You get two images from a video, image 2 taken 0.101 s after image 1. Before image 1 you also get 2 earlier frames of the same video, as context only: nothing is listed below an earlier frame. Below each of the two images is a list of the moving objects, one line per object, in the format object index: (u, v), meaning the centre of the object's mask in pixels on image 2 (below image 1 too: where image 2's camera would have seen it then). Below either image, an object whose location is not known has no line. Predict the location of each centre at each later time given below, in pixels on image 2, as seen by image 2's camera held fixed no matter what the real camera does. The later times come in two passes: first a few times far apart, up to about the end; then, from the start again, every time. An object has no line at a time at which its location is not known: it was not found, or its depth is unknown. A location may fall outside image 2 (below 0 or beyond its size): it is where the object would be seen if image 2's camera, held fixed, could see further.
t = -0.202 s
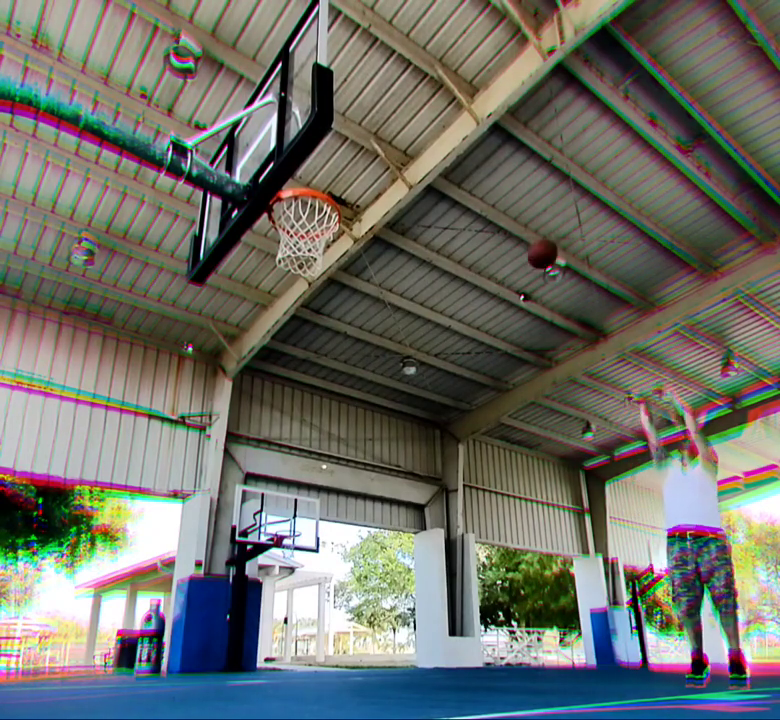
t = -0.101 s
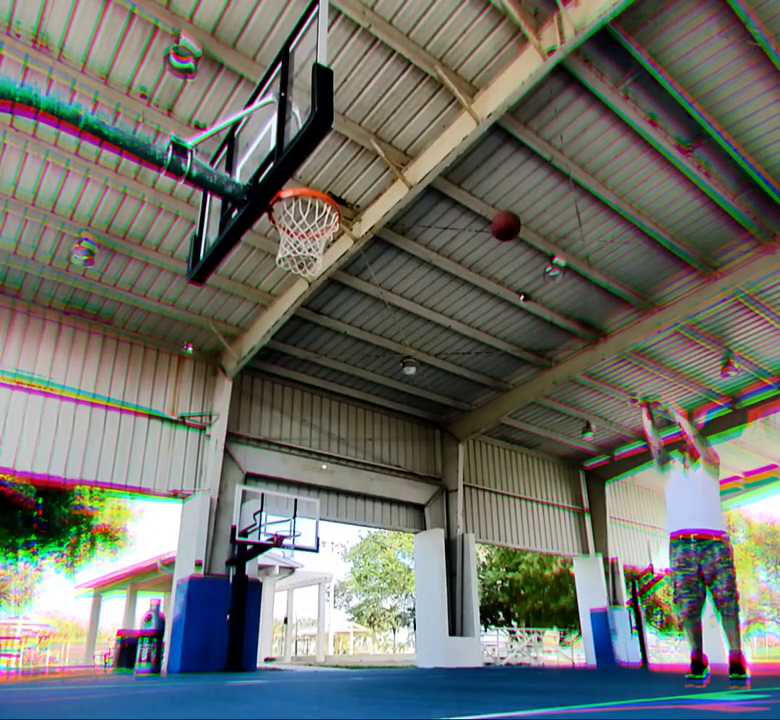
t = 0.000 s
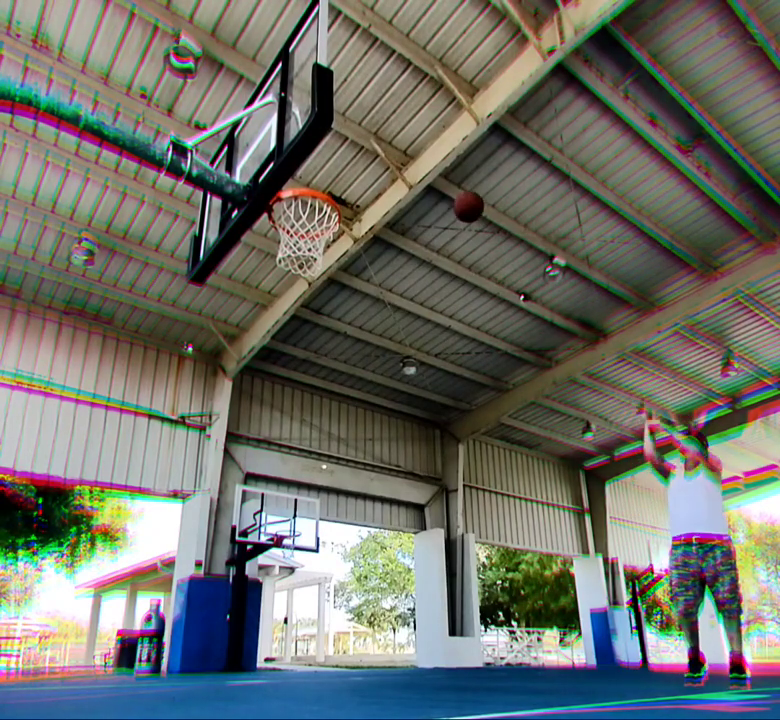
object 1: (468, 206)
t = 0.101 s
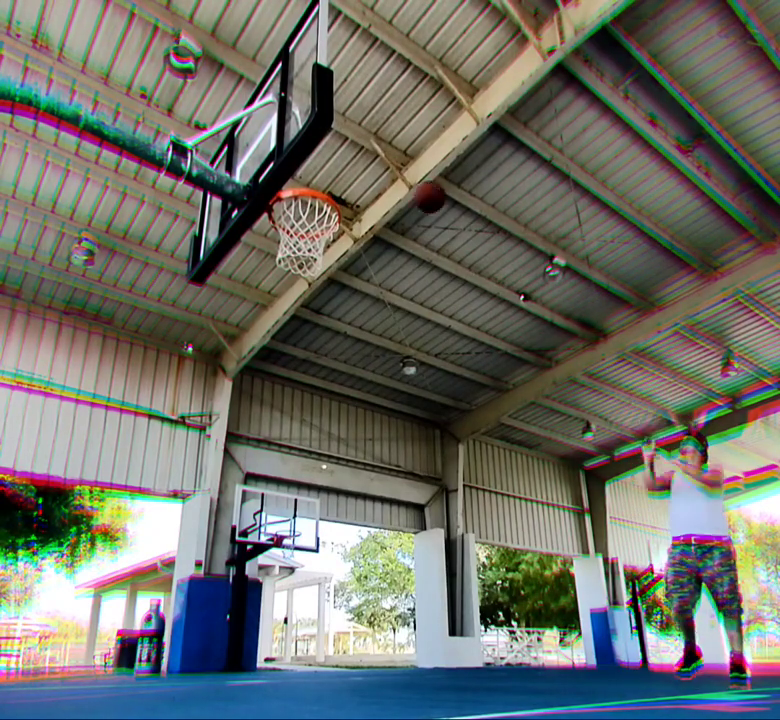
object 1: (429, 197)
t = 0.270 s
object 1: (359, 203)
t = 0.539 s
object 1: (388, 169)
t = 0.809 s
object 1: (437, 196)
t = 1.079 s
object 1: (493, 315)
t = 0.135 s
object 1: (416, 195)
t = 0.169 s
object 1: (402, 194)
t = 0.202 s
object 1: (388, 196)
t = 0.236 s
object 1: (374, 199)
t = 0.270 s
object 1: (359, 203)
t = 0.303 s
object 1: (349, 207)
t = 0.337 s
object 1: (353, 198)
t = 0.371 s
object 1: (358, 191)
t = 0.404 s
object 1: (365, 184)
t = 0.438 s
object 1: (371, 178)
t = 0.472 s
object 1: (376, 175)
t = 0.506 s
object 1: (382, 171)
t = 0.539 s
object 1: (388, 169)
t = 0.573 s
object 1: (393, 169)
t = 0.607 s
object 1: (399, 169)
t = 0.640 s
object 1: (406, 171)
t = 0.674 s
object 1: (412, 174)
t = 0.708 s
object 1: (417, 177)
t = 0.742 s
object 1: (424, 183)
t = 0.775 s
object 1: (430, 189)
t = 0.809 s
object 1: (437, 196)
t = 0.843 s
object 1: (443, 206)
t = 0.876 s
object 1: (449, 216)
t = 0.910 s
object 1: (456, 228)
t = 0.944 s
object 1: (464, 242)
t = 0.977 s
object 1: (470, 257)
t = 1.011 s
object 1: (478, 274)
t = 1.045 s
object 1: (485, 293)
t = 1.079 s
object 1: (493, 315)
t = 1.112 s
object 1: (502, 337)
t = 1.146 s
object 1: (510, 362)
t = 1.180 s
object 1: (519, 390)
